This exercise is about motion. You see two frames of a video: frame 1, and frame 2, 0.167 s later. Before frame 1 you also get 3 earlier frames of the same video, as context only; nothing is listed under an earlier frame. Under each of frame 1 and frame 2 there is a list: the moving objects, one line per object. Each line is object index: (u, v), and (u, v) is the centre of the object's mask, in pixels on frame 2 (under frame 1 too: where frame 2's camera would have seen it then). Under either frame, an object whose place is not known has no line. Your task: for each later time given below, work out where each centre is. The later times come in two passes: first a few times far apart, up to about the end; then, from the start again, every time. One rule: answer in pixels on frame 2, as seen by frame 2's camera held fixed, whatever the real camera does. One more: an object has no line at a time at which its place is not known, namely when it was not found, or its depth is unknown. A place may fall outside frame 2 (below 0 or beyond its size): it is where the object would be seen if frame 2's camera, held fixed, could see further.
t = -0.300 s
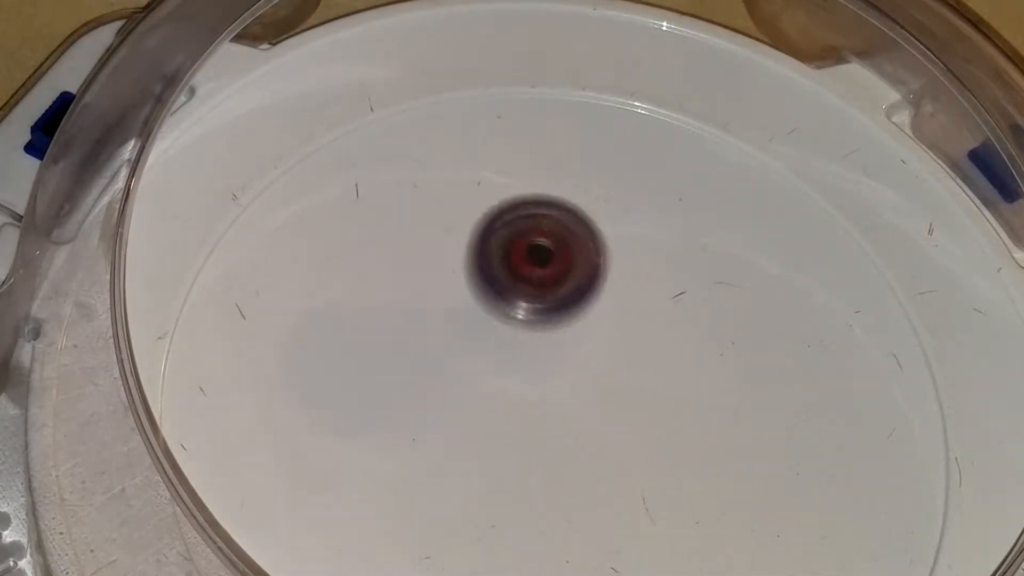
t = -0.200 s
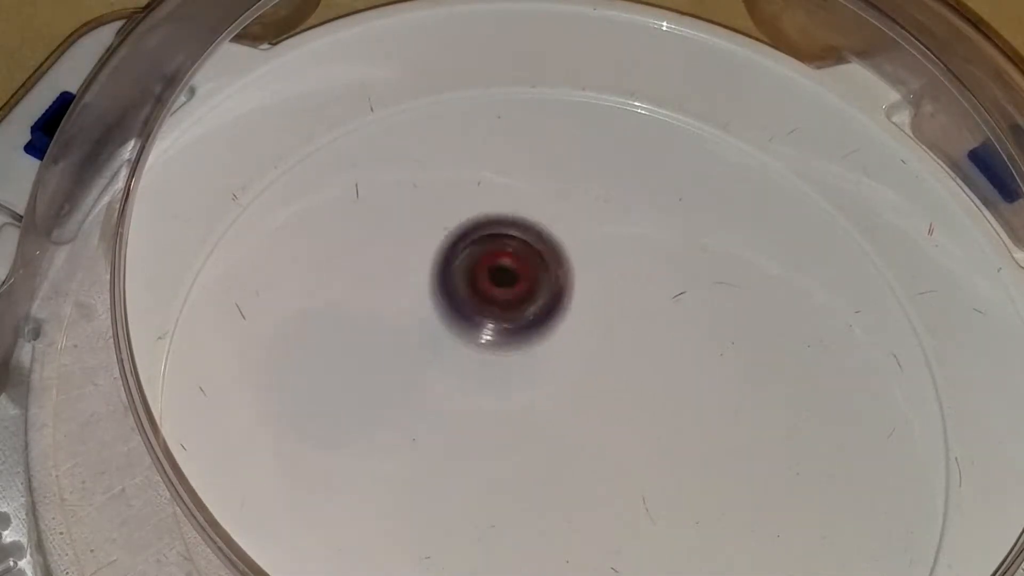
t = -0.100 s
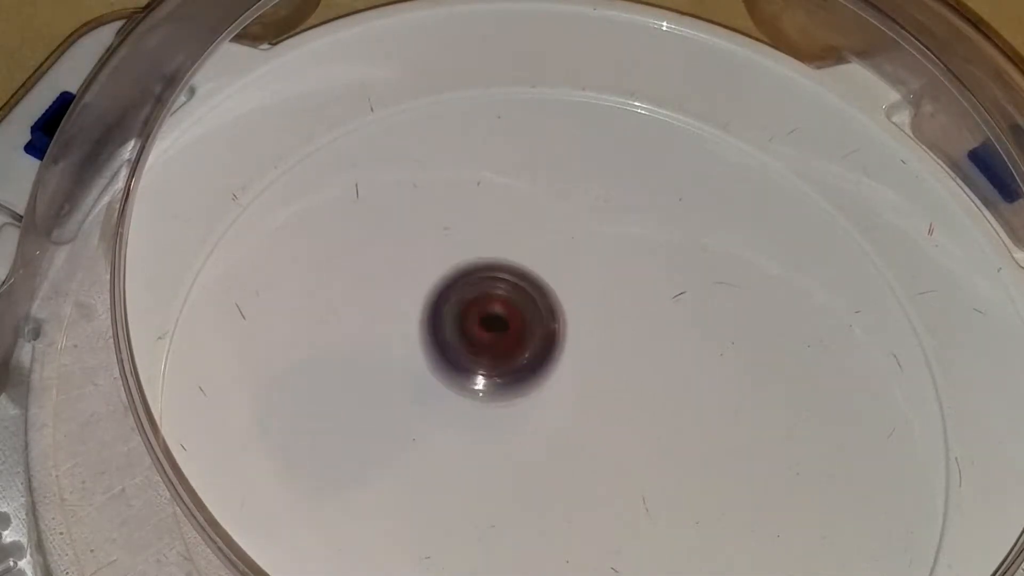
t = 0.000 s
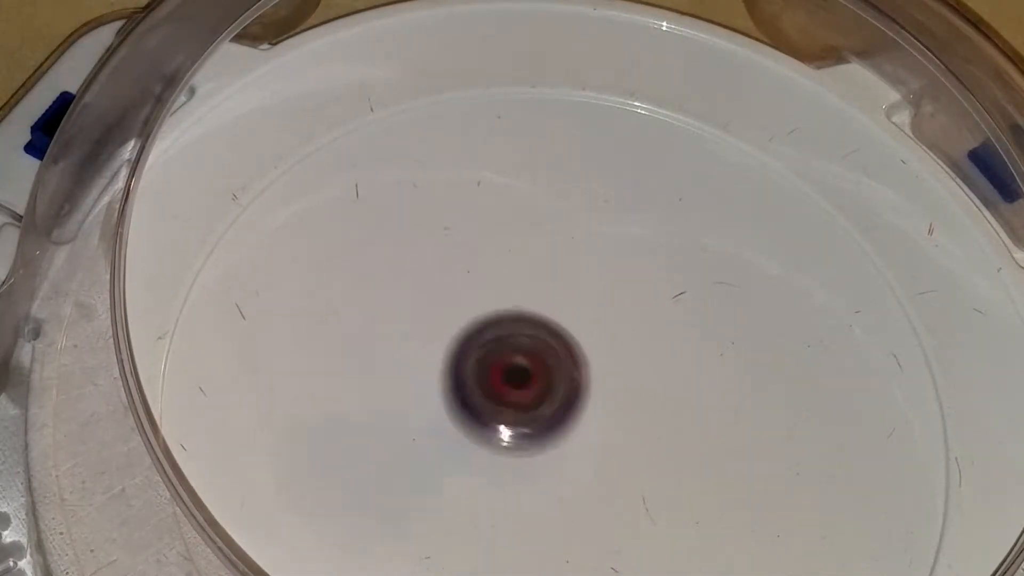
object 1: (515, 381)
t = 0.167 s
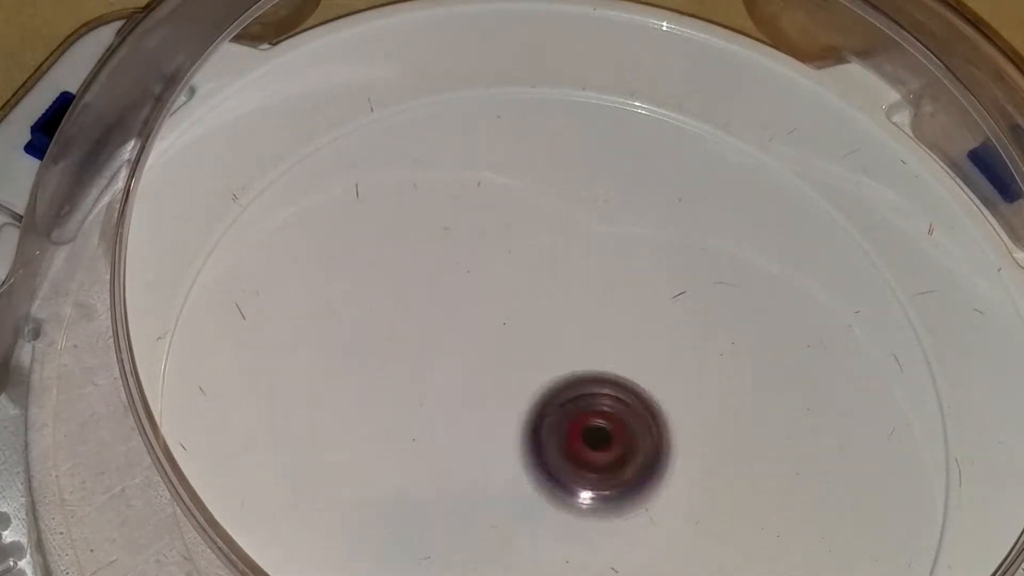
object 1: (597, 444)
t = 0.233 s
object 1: (635, 454)
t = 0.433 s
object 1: (715, 433)
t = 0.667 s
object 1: (665, 364)
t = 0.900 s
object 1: (539, 387)
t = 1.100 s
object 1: (479, 464)
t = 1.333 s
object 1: (532, 516)
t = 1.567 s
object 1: (600, 442)
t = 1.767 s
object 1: (571, 341)
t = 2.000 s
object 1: (487, 290)
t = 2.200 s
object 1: (458, 346)
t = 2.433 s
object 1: (555, 425)
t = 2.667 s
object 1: (678, 417)
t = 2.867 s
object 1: (703, 358)
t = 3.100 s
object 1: (605, 336)
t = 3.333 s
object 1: (513, 413)
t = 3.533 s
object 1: (505, 500)
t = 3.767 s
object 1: (591, 514)
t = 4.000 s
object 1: (618, 415)
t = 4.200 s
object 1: (568, 326)
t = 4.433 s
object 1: (482, 294)
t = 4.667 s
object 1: (464, 365)
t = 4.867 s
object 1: (548, 433)
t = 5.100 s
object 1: (669, 441)
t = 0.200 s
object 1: (616, 450)
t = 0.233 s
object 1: (635, 454)
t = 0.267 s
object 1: (653, 457)
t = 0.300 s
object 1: (670, 458)
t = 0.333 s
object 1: (685, 454)
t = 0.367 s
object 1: (698, 449)
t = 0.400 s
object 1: (707, 442)
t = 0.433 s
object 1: (715, 433)
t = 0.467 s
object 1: (719, 423)
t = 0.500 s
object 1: (719, 411)
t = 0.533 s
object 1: (716, 399)
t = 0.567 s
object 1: (708, 388)
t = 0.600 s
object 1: (696, 378)
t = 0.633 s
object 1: (682, 370)
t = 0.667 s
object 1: (665, 364)
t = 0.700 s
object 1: (647, 360)
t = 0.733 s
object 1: (630, 360)
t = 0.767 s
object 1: (611, 361)
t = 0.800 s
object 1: (591, 365)
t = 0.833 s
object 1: (573, 370)
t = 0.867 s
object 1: (555, 377)
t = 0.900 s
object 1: (539, 387)
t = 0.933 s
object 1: (523, 398)
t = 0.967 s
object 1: (510, 410)
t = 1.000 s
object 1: (499, 423)
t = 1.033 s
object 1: (490, 436)
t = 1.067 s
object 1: (483, 450)
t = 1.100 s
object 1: (479, 464)
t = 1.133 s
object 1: (478, 477)
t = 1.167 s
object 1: (480, 490)
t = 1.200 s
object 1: (484, 500)
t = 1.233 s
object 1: (492, 509)
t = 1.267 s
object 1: (504, 513)
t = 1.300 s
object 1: (517, 516)
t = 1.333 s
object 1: (532, 516)
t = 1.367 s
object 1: (547, 514)
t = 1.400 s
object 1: (561, 510)
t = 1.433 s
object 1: (574, 502)
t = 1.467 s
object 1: (585, 490)
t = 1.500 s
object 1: (592, 475)
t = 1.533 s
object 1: (598, 459)
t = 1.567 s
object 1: (600, 442)
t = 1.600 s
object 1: (600, 424)
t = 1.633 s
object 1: (598, 406)
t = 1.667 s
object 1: (594, 389)
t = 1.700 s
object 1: (587, 372)
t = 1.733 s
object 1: (580, 356)
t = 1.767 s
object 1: (571, 341)
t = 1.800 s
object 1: (560, 327)
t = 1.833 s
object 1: (550, 316)
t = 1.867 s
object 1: (538, 306)
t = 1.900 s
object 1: (526, 299)
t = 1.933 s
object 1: (512, 293)
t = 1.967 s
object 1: (500, 290)
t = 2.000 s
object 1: (487, 290)
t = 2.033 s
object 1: (477, 293)
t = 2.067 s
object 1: (467, 299)
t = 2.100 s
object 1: (460, 307)
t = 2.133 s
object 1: (456, 317)
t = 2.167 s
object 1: (456, 331)
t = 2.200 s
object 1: (458, 346)
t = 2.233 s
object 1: (465, 360)
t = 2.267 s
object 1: (476, 375)
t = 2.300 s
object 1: (487, 388)
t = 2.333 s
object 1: (502, 399)
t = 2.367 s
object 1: (519, 410)
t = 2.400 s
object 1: (537, 419)
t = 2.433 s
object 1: (555, 425)
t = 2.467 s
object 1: (575, 430)
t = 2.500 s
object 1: (595, 433)
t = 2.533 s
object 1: (614, 433)
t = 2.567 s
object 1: (632, 431)
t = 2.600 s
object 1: (650, 428)
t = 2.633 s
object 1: (665, 424)
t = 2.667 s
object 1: (678, 417)
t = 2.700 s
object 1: (690, 409)
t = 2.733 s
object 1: (699, 400)
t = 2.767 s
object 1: (705, 390)
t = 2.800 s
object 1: (707, 379)
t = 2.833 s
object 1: (707, 368)
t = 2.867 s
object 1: (703, 358)
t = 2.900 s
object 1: (695, 349)
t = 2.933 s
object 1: (684, 340)
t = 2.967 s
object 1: (670, 334)
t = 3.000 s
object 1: (655, 331)
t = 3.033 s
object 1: (638, 330)
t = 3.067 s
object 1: (621, 331)
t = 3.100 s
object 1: (605, 336)
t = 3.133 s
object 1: (589, 343)
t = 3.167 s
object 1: (572, 351)
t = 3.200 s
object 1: (558, 361)
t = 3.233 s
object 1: (545, 373)
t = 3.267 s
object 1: (532, 386)
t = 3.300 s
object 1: (521, 399)
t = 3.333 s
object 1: (513, 413)
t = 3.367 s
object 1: (507, 429)
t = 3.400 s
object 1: (501, 444)
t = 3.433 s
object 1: (499, 459)
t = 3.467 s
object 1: (499, 474)
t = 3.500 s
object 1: (501, 488)
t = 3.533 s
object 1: (505, 500)
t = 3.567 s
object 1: (513, 508)
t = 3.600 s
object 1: (524, 514)
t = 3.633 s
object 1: (536, 518)
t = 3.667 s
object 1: (550, 520)
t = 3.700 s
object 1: (563, 520)
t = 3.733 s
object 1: (577, 518)
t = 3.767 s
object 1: (591, 514)
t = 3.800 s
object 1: (602, 507)
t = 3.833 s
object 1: (611, 496)
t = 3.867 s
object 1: (617, 481)
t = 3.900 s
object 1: (622, 465)
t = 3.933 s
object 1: (623, 449)
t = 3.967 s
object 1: (621, 432)
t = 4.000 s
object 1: (618, 415)
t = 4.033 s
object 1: (613, 398)
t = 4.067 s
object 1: (607, 382)
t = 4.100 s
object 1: (599, 367)
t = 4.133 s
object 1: (589, 353)
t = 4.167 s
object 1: (579, 339)
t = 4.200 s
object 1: (568, 326)
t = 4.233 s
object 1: (556, 315)
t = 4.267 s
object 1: (544, 308)
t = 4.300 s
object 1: (531, 301)
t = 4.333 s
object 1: (519, 295)
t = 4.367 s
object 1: (506, 292)
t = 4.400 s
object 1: (494, 291)
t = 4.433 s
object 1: (482, 294)
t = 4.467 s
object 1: (472, 297)
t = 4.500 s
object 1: (464, 303)
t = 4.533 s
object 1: (457, 313)
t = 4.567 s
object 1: (455, 325)
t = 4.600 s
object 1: (455, 338)
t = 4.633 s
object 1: (458, 351)
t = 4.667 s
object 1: (464, 365)
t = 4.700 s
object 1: (474, 380)
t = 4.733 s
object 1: (485, 393)
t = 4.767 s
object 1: (499, 405)
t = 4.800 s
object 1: (514, 415)
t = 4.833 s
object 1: (531, 425)
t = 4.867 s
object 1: (548, 433)
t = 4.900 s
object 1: (566, 440)
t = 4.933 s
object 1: (585, 443)
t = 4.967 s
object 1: (603, 446)
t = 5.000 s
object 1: (621, 447)
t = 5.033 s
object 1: (639, 446)
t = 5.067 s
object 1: (655, 444)
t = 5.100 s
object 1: (669, 441)
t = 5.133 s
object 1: (681, 436)
